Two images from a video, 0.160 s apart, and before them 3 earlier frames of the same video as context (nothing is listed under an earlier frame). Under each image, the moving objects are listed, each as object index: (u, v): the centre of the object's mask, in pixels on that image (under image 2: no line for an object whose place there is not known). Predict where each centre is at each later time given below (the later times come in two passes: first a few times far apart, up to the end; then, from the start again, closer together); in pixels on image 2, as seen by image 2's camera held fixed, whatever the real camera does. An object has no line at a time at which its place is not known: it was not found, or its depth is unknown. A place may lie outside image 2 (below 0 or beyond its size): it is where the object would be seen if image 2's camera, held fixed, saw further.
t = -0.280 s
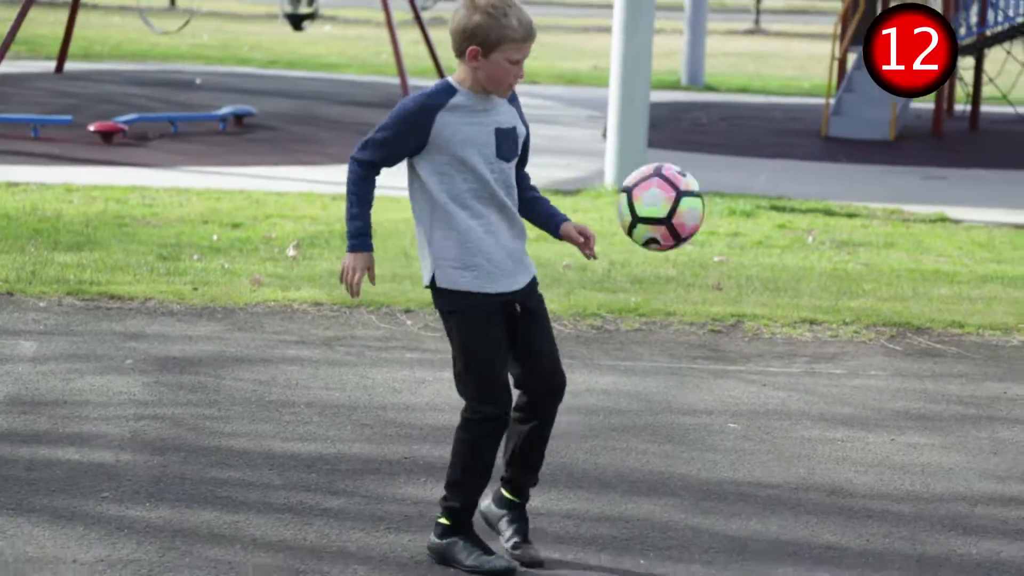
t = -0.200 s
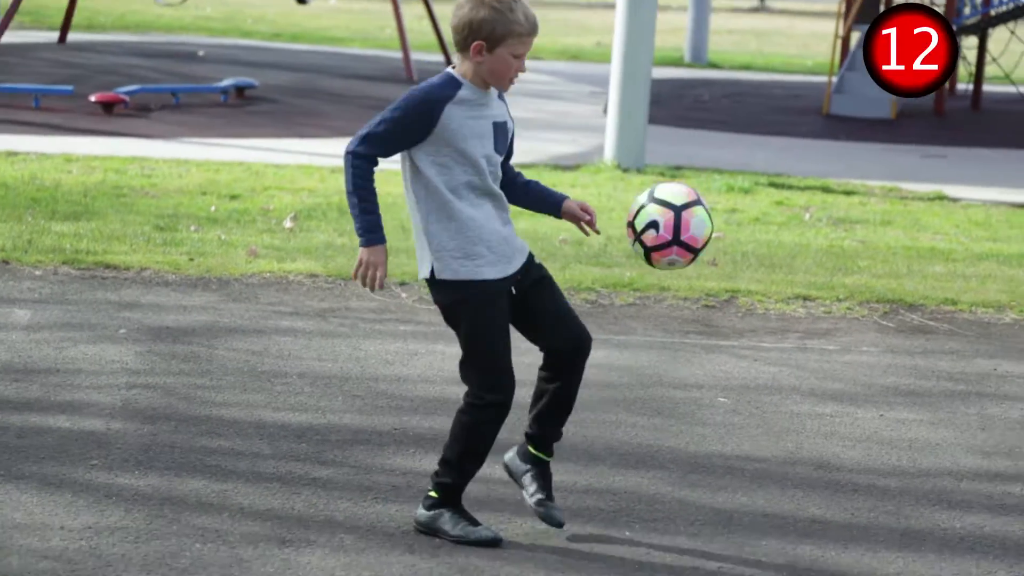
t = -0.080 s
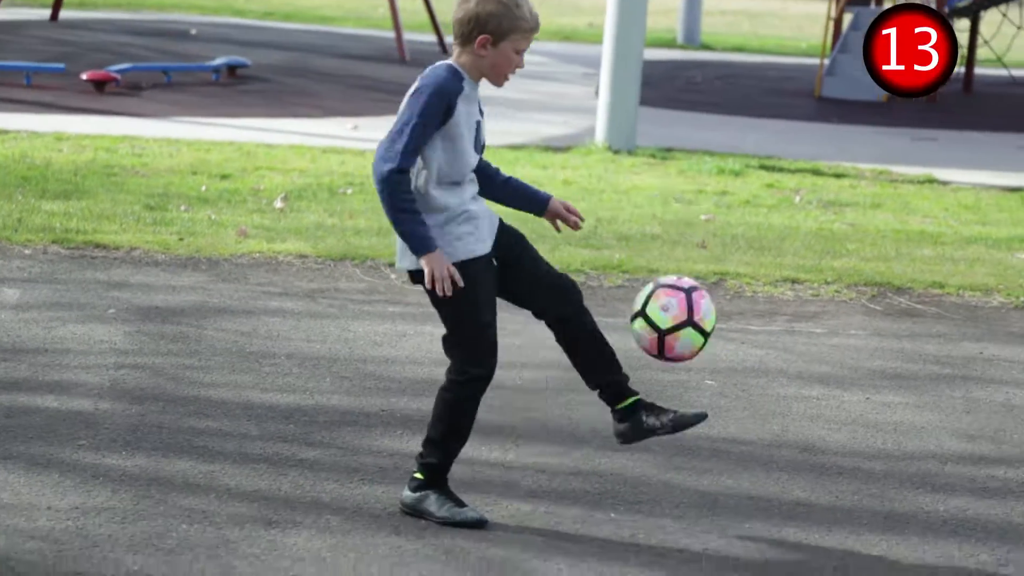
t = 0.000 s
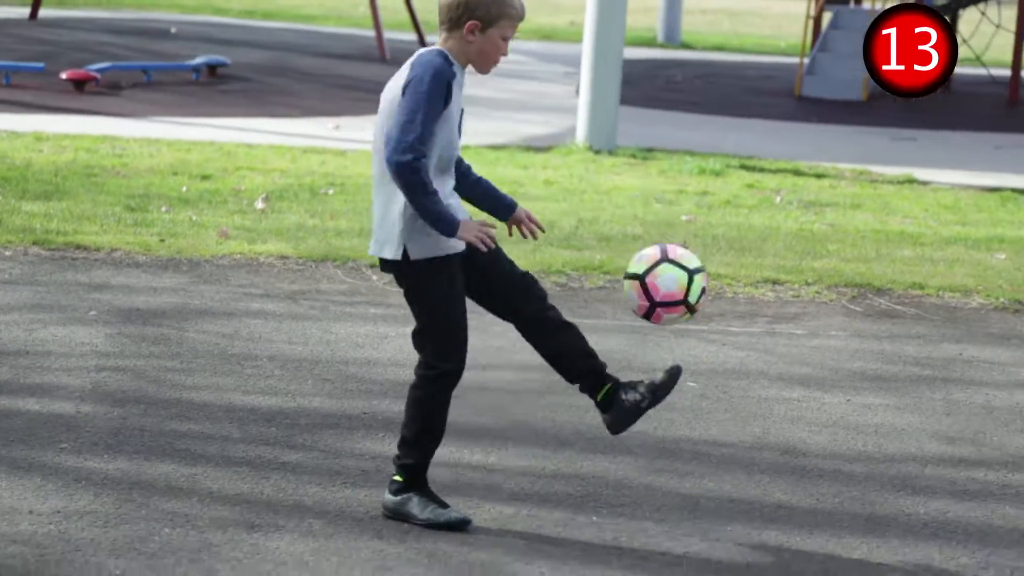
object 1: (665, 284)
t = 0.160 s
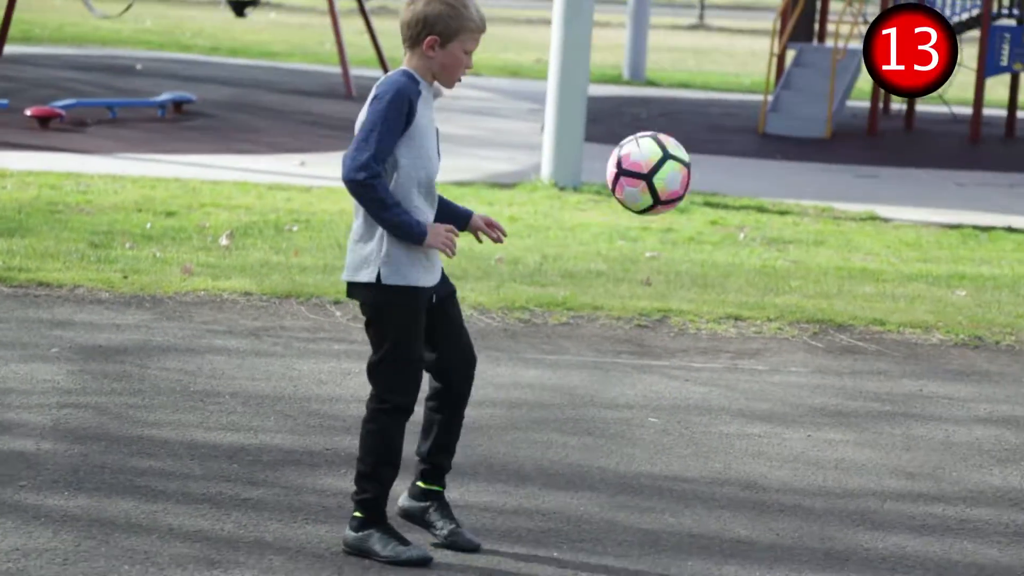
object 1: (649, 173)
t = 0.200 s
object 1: (655, 150)
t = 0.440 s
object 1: (674, 139)
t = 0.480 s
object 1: (678, 159)
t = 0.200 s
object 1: (655, 150)
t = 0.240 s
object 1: (659, 132)
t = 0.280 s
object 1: (662, 121)
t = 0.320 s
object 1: (667, 116)
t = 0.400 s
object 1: (673, 125)
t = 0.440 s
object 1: (674, 139)
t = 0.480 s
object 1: (678, 159)
